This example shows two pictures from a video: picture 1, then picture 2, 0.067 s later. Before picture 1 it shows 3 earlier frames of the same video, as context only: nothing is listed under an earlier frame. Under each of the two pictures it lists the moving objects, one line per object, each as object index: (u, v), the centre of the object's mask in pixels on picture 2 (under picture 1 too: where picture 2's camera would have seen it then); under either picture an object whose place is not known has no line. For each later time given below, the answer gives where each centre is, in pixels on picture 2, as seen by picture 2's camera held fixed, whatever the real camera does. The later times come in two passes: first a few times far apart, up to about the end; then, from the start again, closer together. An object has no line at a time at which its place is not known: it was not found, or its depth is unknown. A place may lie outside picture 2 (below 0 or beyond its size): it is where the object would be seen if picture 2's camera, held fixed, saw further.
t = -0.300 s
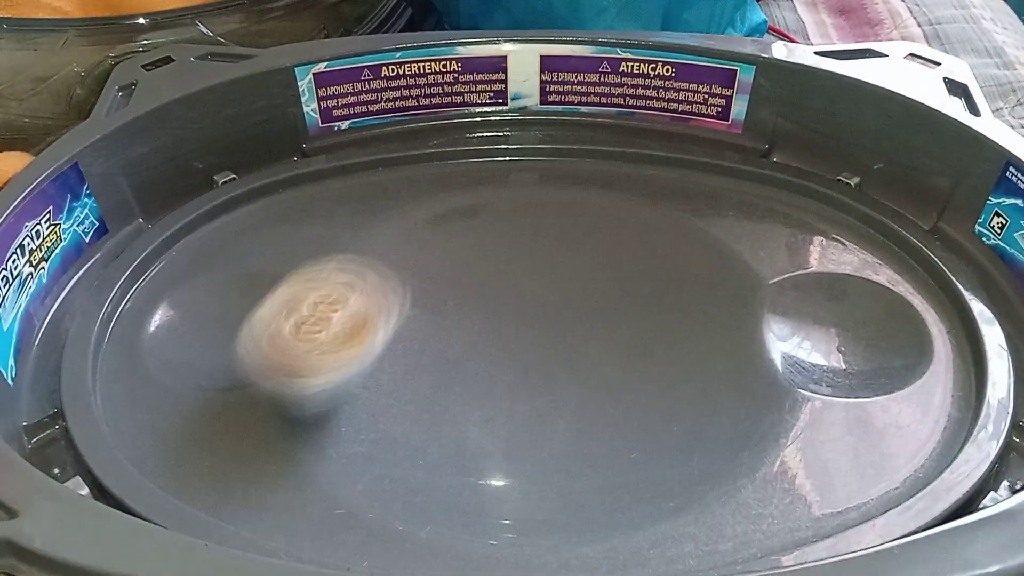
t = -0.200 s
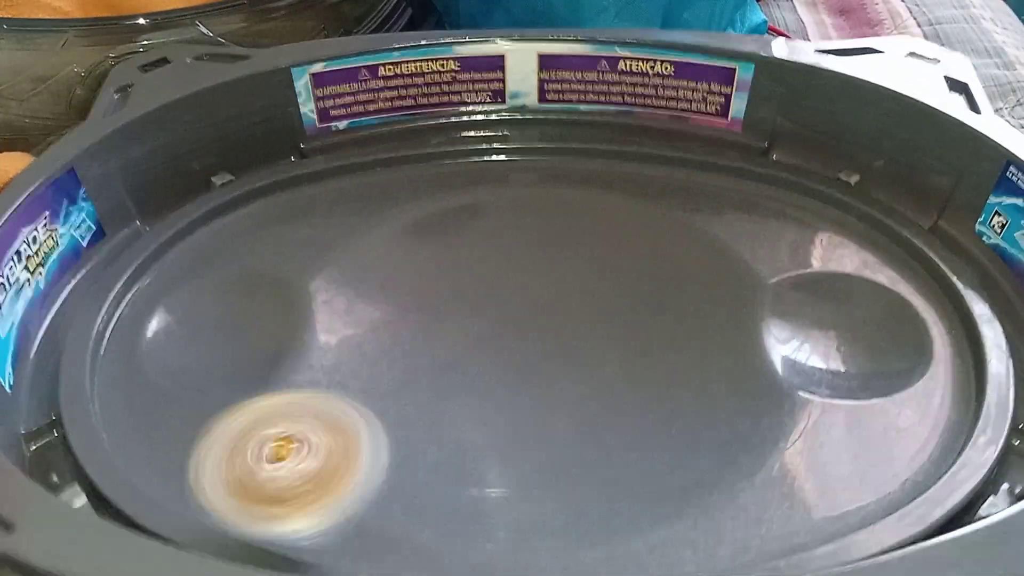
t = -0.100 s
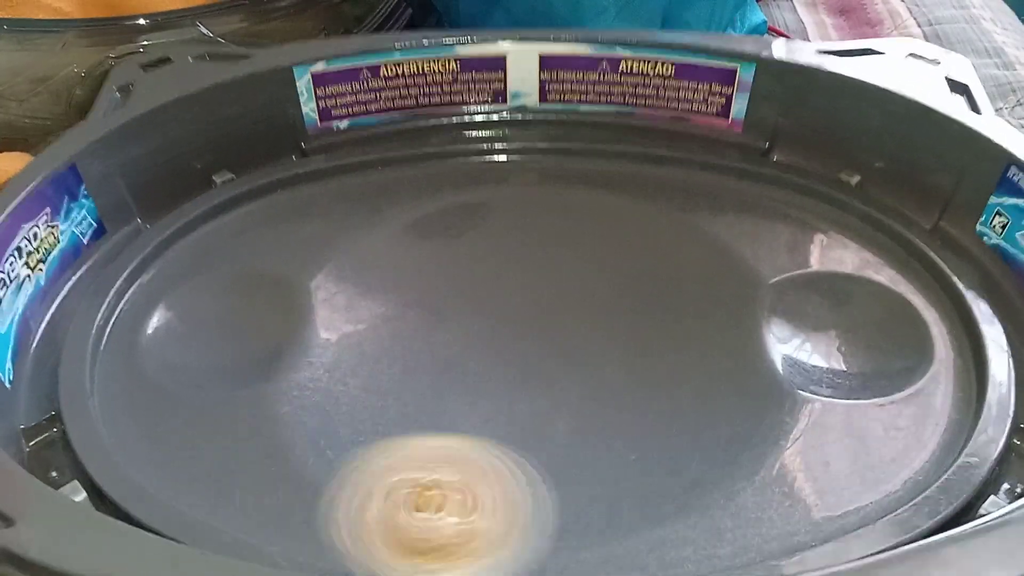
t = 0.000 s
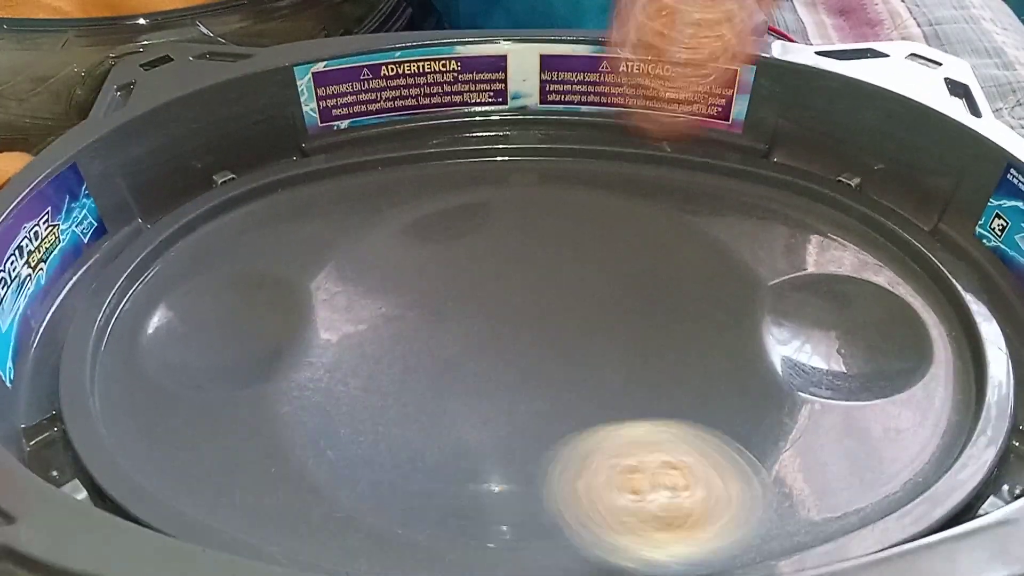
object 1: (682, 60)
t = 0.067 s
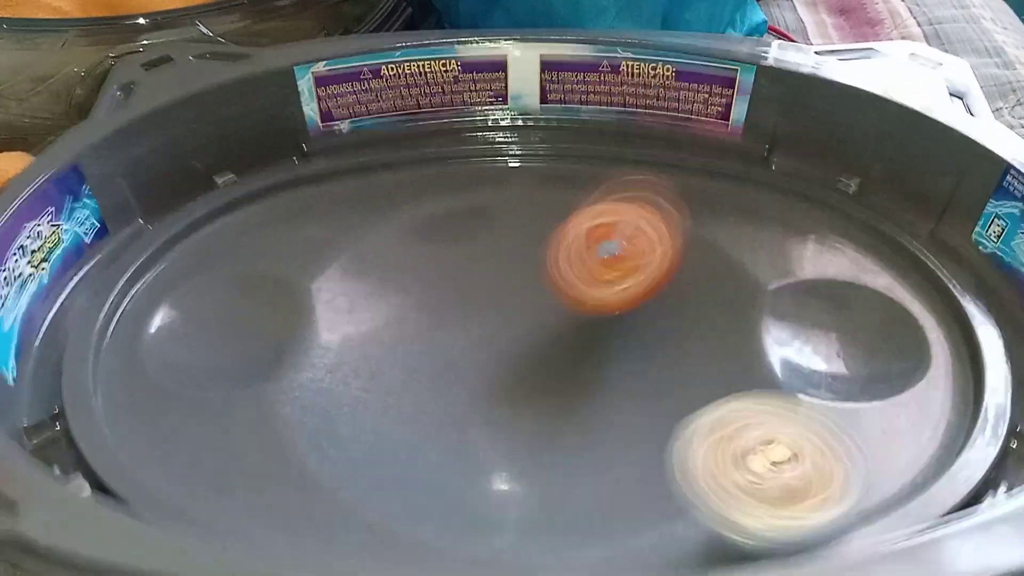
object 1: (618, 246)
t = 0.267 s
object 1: (338, 390)
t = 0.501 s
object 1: (147, 389)
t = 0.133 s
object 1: (538, 315)
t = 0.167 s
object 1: (490, 341)
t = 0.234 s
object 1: (389, 380)
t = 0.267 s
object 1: (338, 390)
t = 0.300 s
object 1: (299, 393)
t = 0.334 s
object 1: (264, 402)
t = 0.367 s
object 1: (226, 415)
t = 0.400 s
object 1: (183, 423)
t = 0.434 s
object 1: (158, 416)
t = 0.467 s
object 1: (154, 405)
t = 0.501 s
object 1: (147, 389)
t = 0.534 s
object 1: (136, 374)
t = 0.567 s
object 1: (125, 359)
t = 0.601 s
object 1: (123, 339)
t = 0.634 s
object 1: (116, 320)
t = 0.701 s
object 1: (133, 288)
